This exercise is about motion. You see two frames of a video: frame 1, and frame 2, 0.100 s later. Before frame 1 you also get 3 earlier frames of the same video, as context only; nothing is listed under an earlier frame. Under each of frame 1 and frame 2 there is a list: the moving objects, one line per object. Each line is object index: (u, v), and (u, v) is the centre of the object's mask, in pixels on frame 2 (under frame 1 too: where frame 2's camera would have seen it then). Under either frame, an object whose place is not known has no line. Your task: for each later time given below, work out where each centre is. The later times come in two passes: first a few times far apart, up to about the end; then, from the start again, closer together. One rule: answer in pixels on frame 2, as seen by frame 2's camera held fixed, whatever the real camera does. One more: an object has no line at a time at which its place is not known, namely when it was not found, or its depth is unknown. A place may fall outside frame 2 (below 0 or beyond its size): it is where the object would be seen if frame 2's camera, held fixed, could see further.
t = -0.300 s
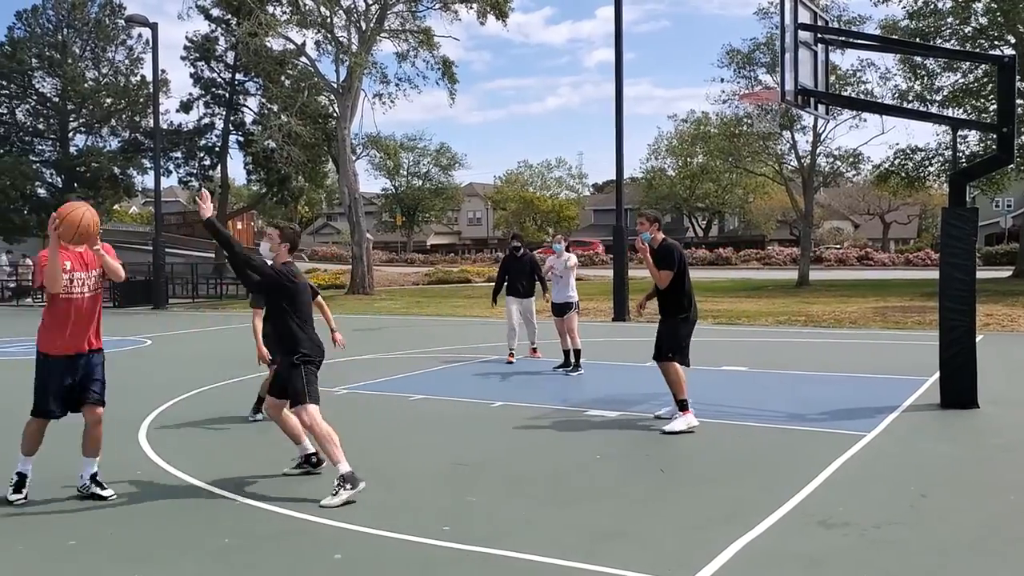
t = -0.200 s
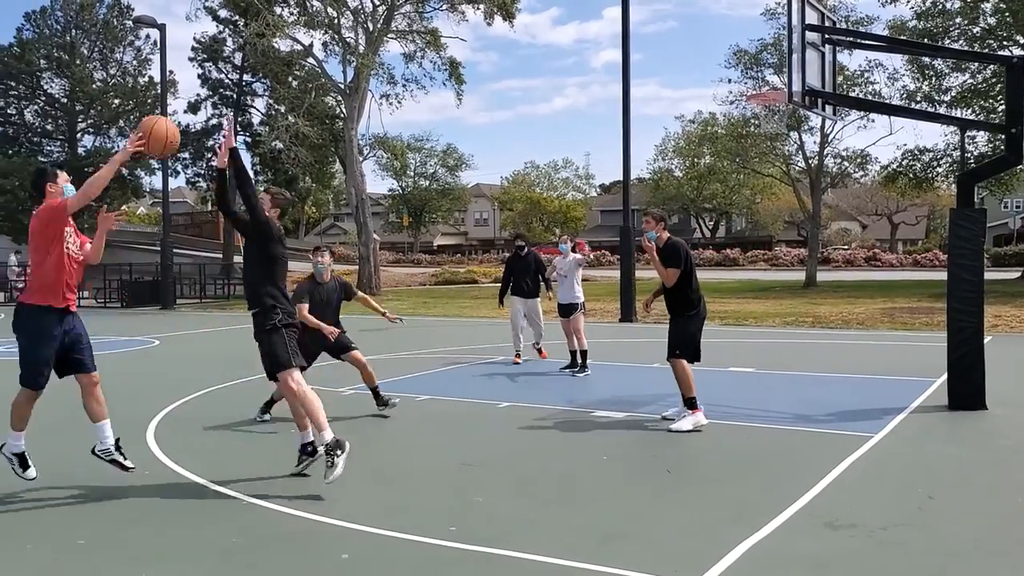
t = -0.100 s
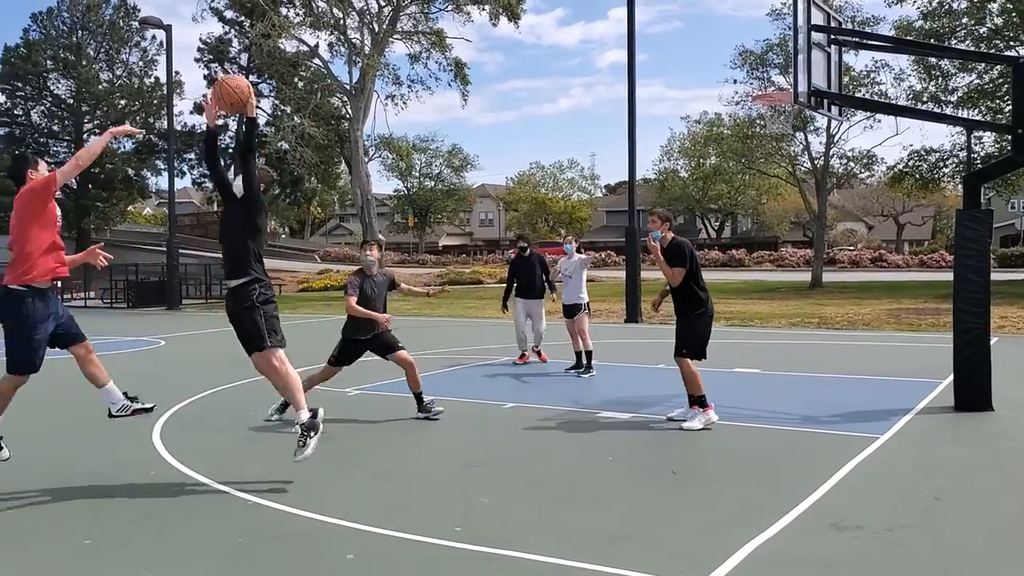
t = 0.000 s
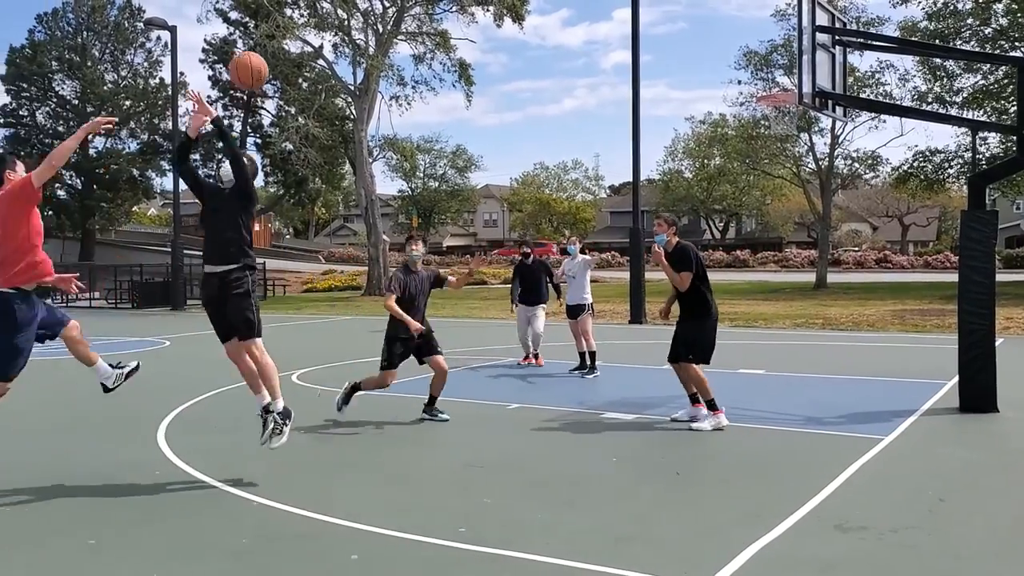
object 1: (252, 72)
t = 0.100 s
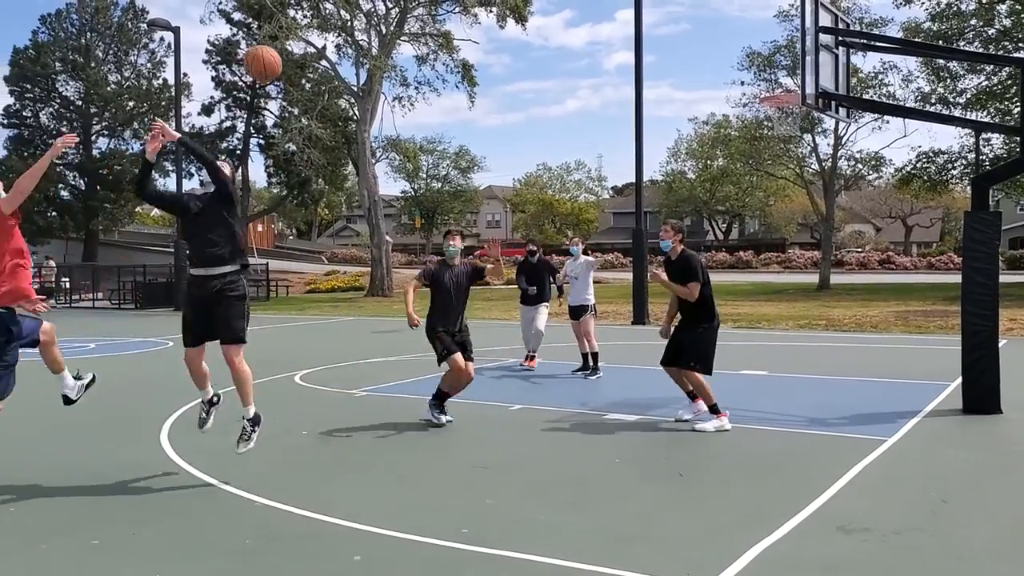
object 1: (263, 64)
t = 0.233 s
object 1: (276, 75)
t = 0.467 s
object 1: (299, 148)
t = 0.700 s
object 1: (320, 271)
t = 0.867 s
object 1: (333, 384)
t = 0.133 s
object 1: (266, 64)
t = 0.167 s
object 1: (270, 67)
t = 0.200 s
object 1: (273, 70)
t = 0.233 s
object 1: (276, 75)
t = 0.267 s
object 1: (280, 83)
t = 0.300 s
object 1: (282, 90)
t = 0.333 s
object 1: (287, 100)
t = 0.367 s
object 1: (290, 109)
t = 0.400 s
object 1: (293, 121)
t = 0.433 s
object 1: (296, 134)
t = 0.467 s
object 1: (299, 148)
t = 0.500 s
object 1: (302, 163)
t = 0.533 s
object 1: (305, 179)
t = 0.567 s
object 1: (309, 195)
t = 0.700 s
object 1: (320, 271)
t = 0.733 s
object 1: (322, 292)
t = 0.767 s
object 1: (325, 314)
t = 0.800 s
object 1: (328, 337)
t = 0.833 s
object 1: (331, 359)
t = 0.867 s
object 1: (333, 384)
